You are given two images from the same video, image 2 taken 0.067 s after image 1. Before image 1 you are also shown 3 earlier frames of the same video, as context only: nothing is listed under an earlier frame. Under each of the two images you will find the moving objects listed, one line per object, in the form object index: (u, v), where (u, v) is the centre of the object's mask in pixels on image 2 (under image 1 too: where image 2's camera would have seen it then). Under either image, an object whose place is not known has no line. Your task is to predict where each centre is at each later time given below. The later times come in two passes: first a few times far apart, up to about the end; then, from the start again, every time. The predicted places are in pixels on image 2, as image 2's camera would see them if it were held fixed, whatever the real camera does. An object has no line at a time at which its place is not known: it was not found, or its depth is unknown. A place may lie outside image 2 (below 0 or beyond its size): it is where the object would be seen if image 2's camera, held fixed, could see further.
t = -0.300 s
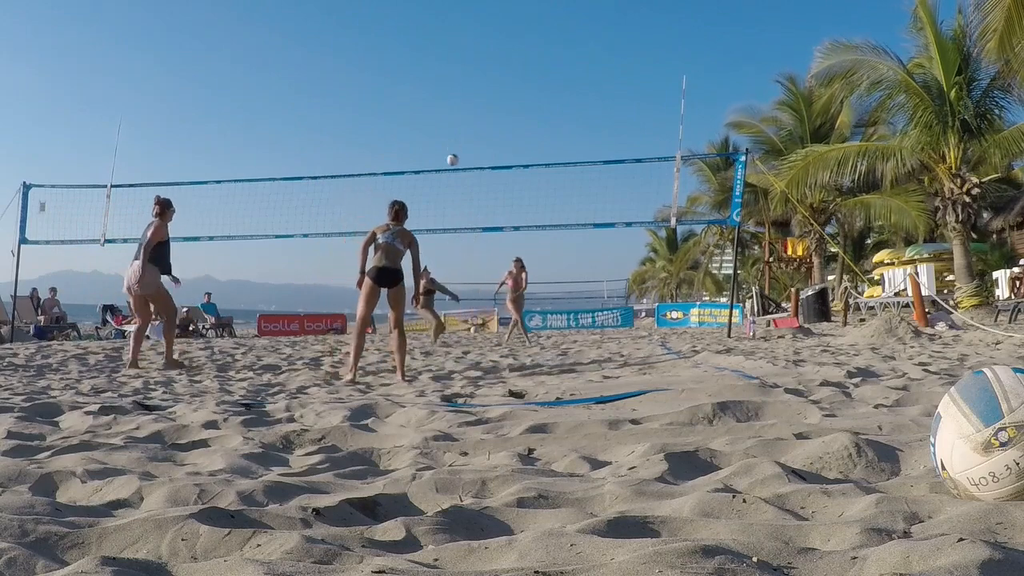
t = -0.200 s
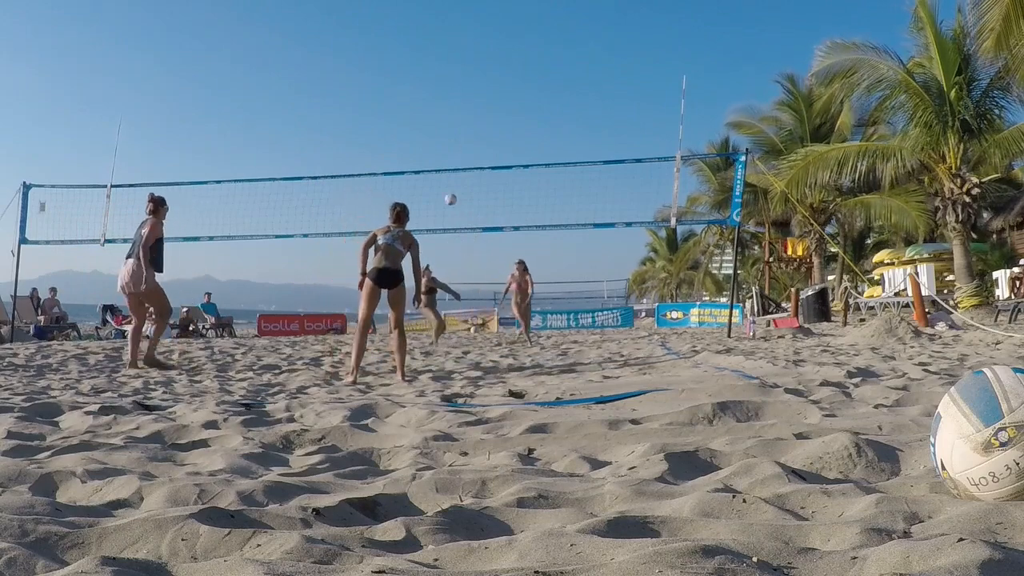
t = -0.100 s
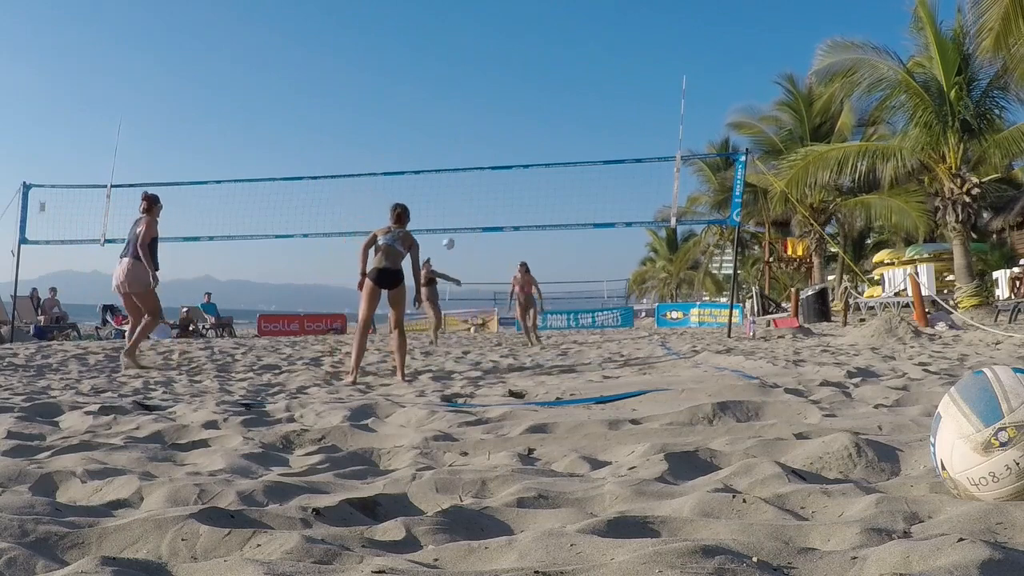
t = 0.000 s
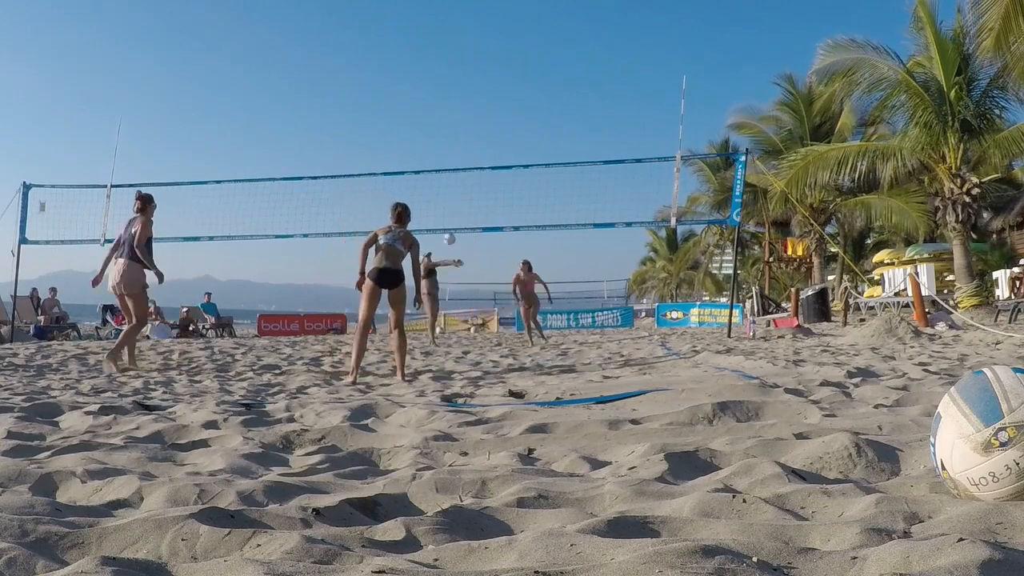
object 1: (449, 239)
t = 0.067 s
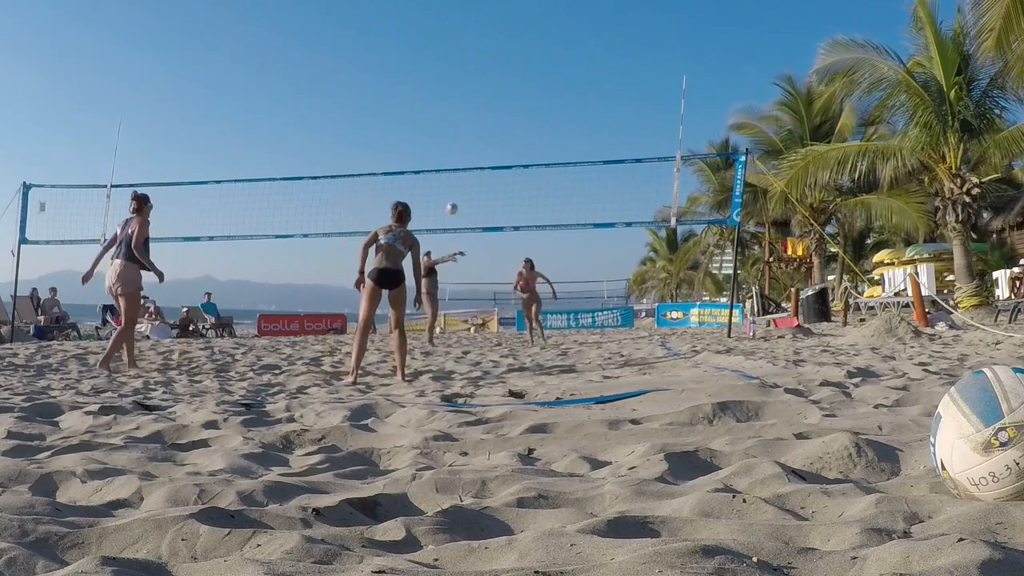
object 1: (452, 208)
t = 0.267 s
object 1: (458, 131)
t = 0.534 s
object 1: (468, 65)
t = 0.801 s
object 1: (477, 40)
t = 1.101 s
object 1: (487, 64)
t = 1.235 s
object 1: (491, 93)
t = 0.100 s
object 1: (453, 194)
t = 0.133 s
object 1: (454, 180)
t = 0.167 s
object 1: (455, 165)
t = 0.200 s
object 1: (456, 154)
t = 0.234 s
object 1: (457, 142)
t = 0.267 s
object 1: (458, 131)
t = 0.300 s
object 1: (459, 120)
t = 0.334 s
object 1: (461, 110)
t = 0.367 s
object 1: (462, 102)
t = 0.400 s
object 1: (463, 92)
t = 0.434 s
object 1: (464, 84)
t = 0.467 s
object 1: (465, 77)
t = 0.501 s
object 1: (467, 70)
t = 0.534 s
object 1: (468, 65)
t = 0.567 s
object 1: (469, 59)
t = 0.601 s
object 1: (470, 55)
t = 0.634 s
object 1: (471, 50)
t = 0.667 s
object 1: (472, 47)
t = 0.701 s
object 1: (473, 45)
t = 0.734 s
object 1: (475, 42)
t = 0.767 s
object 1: (476, 41)
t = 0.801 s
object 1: (477, 40)
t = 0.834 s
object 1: (479, 40)
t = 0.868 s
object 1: (479, 41)
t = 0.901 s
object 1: (481, 42)
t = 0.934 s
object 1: (482, 44)
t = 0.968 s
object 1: (483, 47)
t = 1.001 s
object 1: (484, 50)
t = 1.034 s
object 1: (485, 54)
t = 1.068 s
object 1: (486, 59)
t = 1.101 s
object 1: (487, 64)
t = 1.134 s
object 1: (488, 70)
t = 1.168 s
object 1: (489, 77)
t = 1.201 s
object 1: (490, 84)
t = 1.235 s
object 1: (491, 93)
